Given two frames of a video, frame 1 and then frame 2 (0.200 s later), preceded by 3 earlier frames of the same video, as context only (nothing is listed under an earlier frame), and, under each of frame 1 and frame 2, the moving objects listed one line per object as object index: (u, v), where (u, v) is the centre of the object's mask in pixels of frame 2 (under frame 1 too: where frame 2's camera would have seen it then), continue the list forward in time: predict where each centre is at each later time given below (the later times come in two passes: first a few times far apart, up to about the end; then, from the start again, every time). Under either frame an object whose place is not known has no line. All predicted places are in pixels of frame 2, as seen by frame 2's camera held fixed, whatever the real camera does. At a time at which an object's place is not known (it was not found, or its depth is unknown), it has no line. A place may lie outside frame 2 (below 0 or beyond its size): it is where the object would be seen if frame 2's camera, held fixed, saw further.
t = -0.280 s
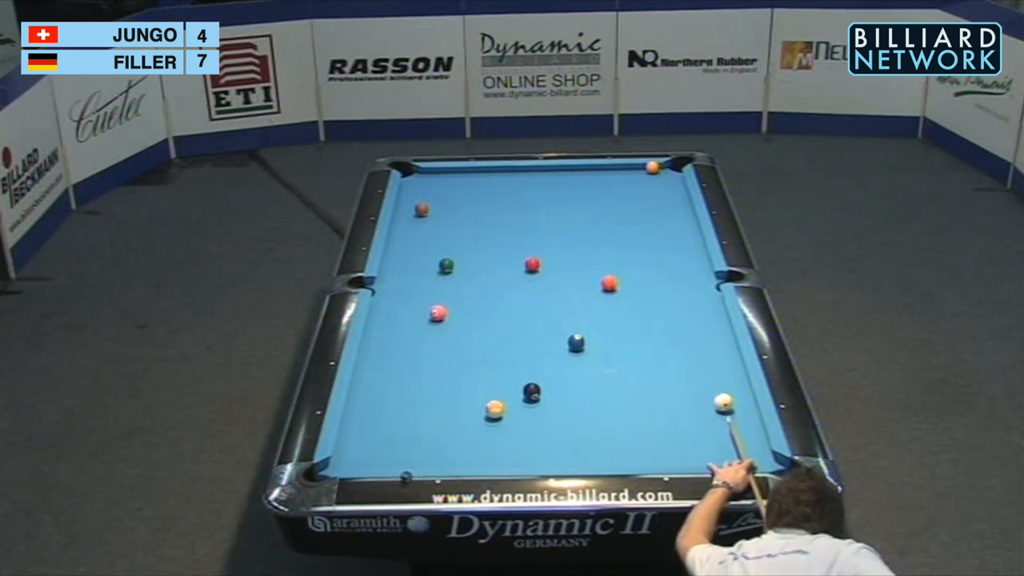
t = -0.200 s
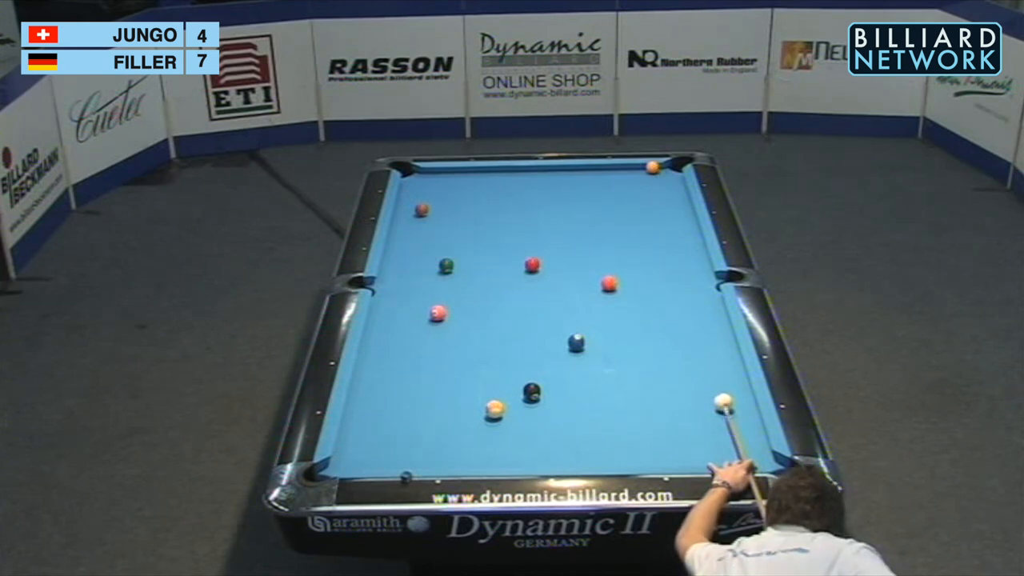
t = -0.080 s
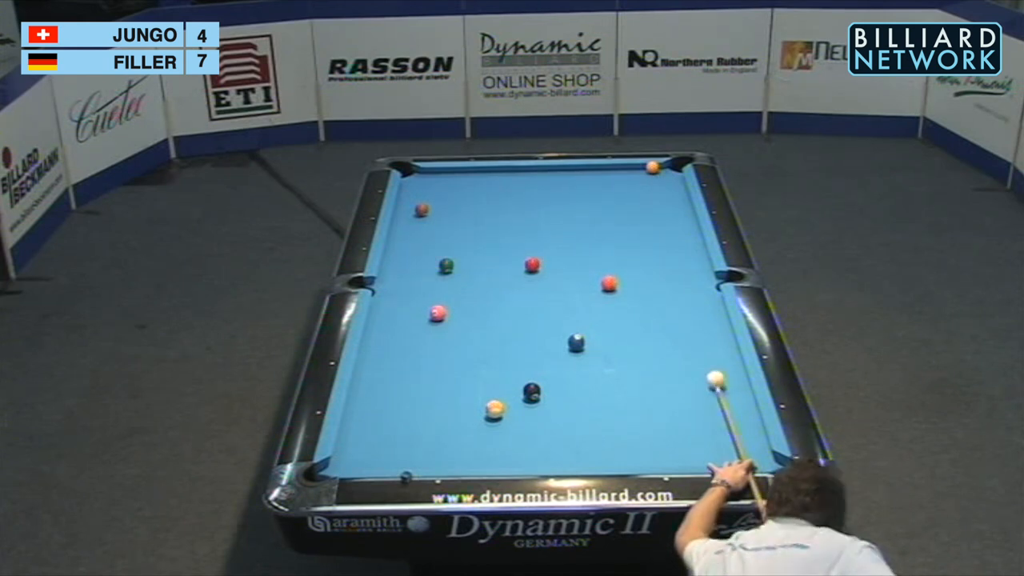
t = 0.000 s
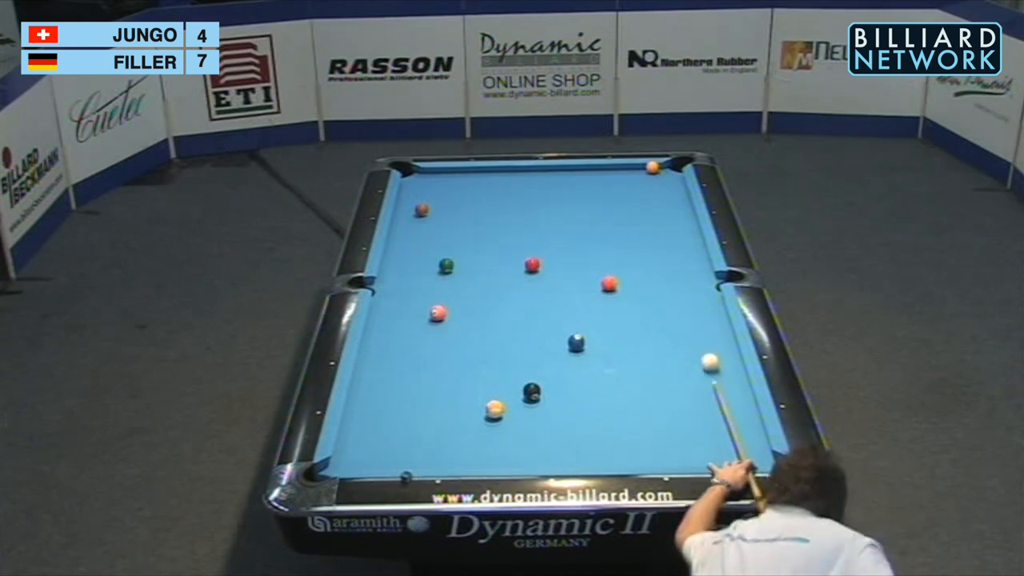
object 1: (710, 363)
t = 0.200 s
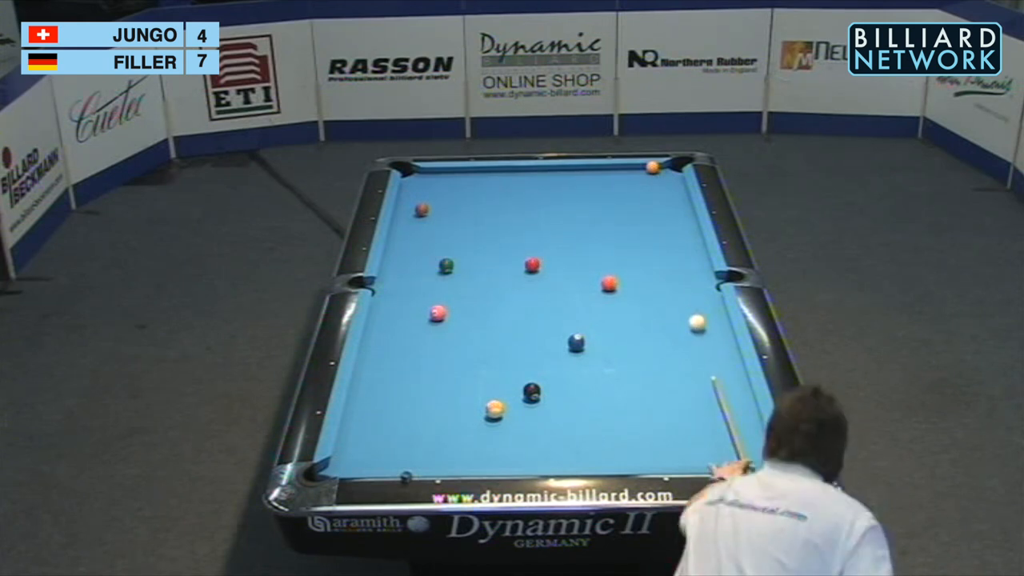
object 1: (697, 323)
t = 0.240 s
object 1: (695, 316)
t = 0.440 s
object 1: (683, 282)
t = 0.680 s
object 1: (671, 247)
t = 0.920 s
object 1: (660, 215)
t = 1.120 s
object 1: (652, 192)
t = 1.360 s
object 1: (638, 169)
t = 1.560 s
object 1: (619, 172)
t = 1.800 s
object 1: (600, 180)
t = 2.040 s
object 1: (581, 187)
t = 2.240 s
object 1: (565, 192)
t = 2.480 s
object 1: (547, 199)
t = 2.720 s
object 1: (528, 206)
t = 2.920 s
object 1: (512, 211)
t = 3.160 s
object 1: (495, 217)
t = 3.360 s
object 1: (480, 223)
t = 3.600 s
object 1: (463, 229)
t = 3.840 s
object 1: (446, 234)
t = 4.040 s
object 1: (432, 239)
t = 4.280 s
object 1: (417, 245)
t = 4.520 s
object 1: (401, 249)
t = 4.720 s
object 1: (390, 253)
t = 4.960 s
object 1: (395, 256)
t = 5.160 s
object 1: (399, 259)
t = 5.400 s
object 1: (404, 261)
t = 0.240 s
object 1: (695, 316)
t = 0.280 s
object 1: (692, 309)
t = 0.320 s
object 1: (690, 302)
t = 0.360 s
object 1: (688, 295)
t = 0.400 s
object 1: (685, 289)
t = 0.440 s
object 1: (683, 282)
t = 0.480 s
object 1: (681, 276)
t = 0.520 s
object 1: (679, 270)
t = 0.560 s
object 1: (677, 264)
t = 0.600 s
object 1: (675, 258)
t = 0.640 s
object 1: (673, 252)
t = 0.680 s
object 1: (671, 247)
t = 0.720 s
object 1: (669, 241)
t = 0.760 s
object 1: (667, 236)
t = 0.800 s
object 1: (665, 231)
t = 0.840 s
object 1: (664, 225)
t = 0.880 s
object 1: (662, 220)
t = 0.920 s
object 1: (660, 215)
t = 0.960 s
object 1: (658, 210)
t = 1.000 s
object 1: (657, 206)
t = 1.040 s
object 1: (655, 201)
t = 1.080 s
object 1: (654, 196)
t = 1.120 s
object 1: (652, 192)
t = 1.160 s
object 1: (650, 188)
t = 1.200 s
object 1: (649, 183)
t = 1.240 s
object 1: (647, 180)
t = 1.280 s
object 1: (645, 175)
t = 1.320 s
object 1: (644, 171)
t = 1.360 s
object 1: (638, 169)
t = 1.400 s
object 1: (632, 167)
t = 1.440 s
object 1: (629, 169)
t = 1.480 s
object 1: (626, 170)
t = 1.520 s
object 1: (622, 171)
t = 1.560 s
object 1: (619, 172)
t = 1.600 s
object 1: (616, 174)
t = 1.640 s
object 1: (613, 175)
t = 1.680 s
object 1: (610, 176)
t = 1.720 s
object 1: (607, 177)
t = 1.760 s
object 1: (603, 179)
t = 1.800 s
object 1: (600, 180)
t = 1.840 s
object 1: (597, 181)
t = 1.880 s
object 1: (594, 182)
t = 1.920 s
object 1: (591, 183)
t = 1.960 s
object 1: (588, 184)
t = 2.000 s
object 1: (584, 186)
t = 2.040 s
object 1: (581, 187)
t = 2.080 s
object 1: (579, 187)
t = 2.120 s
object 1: (575, 189)
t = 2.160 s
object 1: (571, 190)
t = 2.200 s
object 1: (568, 191)
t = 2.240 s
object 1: (565, 192)
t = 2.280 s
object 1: (562, 194)
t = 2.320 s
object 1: (559, 195)
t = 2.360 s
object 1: (556, 196)
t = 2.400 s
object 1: (553, 197)
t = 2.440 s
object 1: (549, 198)
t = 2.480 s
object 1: (547, 199)
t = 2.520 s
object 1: (543, 200)
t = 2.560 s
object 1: (540, 201)
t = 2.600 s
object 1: (537, 202)
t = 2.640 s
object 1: (534, 204)
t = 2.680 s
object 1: (531, 205)
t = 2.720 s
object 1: (528, 206)
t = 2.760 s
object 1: (525, 207)
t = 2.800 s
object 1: (522, 208)
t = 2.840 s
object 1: (519, 209)
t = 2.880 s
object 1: (516, 210)
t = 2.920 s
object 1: (512, 211)
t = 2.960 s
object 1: (509, 212)
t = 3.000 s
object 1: (506, 213)
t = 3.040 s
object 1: (504, 214)
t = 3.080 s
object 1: (501, 215)
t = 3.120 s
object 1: (498, 216)
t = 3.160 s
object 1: (495, 217)
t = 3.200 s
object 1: (492, 218)
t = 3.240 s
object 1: (489, 220)
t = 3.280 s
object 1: (486, 221)
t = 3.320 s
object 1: (483, 222)
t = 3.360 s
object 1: (480, 223)
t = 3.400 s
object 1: (477, 224)
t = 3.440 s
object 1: (474, 225)
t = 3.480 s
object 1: (471, 226)
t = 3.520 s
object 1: (468, 227)
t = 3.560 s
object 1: (465, 228)
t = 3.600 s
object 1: (463, 229)
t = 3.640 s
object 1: (460, 230)
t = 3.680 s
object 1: (457, 231)
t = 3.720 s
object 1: (454, 232)
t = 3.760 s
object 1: (452, 233)
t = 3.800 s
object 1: (448, 234)
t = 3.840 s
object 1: (446, 234)
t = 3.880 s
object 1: (443, 235)
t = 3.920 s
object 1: (440, 237)
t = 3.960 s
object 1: (438, 237)
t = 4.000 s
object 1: (435, 238)
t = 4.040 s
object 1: (432, 239)
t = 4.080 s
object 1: (429, 240)
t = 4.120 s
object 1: (427, 241)
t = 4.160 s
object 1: (424, 242)
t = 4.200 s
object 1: (421, 243)
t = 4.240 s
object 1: (419, 243)
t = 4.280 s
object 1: (417, 245)
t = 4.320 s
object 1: (414, 245)
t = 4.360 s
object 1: (411, 246)
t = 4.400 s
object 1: (409, 247)
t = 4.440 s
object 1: (406, 248)
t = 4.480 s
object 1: (403, 249)
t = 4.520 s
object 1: (401, 249)
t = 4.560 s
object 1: (398, 250)
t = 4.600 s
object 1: (396, 251)
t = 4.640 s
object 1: (393, 252)
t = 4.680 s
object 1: (391, 253)
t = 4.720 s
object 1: (390, 253)
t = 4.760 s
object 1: (391, 254)
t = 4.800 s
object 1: (391, 254)
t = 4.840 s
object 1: (392, 255)
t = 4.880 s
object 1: (393, 255)
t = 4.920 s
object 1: (394, 256)
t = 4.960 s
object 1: (395, 256)
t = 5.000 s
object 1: (396, 257)
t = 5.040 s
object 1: (397, 257)
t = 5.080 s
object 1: (398, 258)
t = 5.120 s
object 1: (398, 258)
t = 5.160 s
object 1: (399, 259)
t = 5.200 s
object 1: (400, 259)
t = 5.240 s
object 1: (401, 259)
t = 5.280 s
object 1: (402, 260)
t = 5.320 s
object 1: (402, 260)
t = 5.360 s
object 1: (403, 261)
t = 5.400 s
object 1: (404, 261)
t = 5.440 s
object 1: (405, 261)
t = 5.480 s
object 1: (405, 261)
